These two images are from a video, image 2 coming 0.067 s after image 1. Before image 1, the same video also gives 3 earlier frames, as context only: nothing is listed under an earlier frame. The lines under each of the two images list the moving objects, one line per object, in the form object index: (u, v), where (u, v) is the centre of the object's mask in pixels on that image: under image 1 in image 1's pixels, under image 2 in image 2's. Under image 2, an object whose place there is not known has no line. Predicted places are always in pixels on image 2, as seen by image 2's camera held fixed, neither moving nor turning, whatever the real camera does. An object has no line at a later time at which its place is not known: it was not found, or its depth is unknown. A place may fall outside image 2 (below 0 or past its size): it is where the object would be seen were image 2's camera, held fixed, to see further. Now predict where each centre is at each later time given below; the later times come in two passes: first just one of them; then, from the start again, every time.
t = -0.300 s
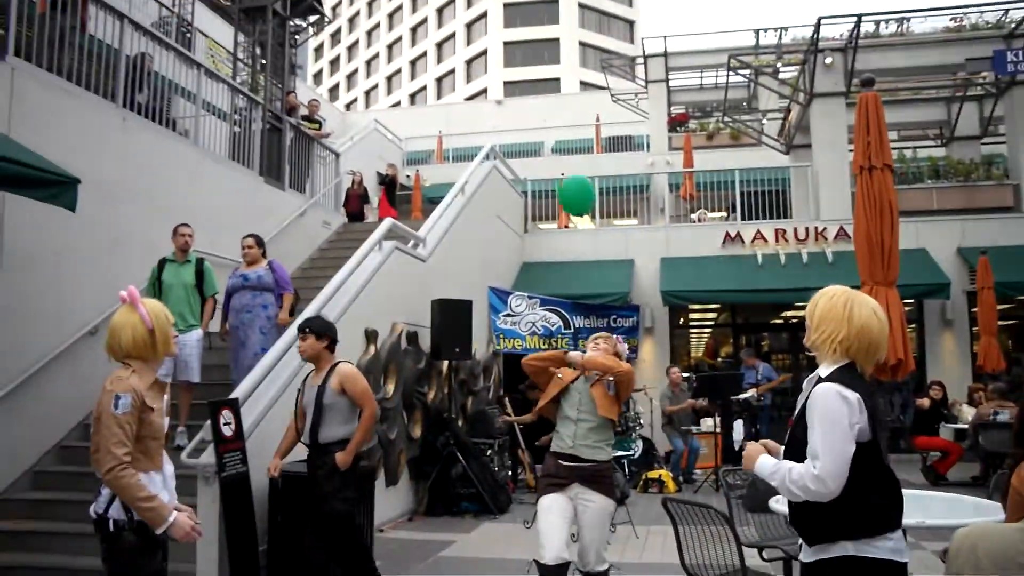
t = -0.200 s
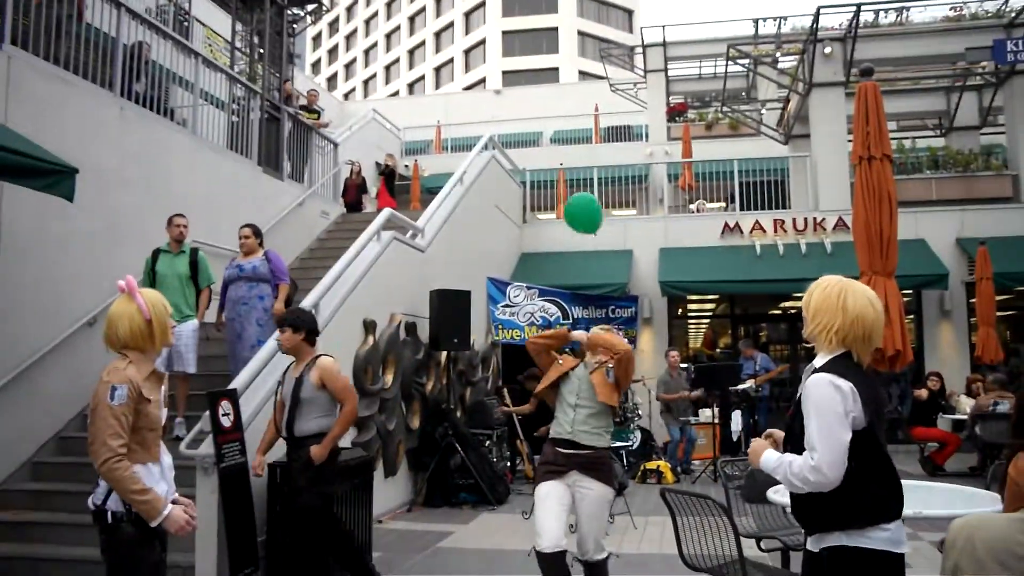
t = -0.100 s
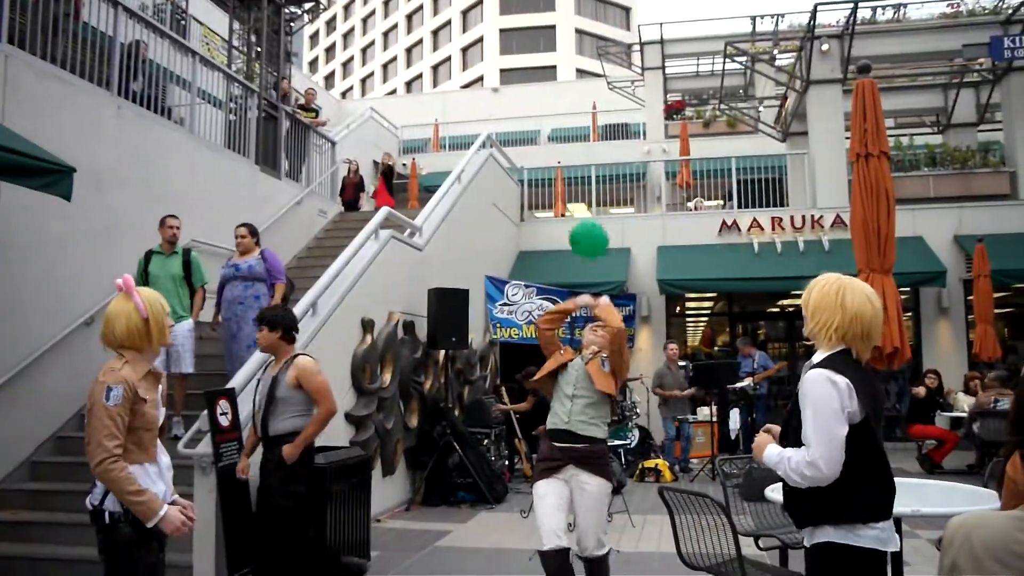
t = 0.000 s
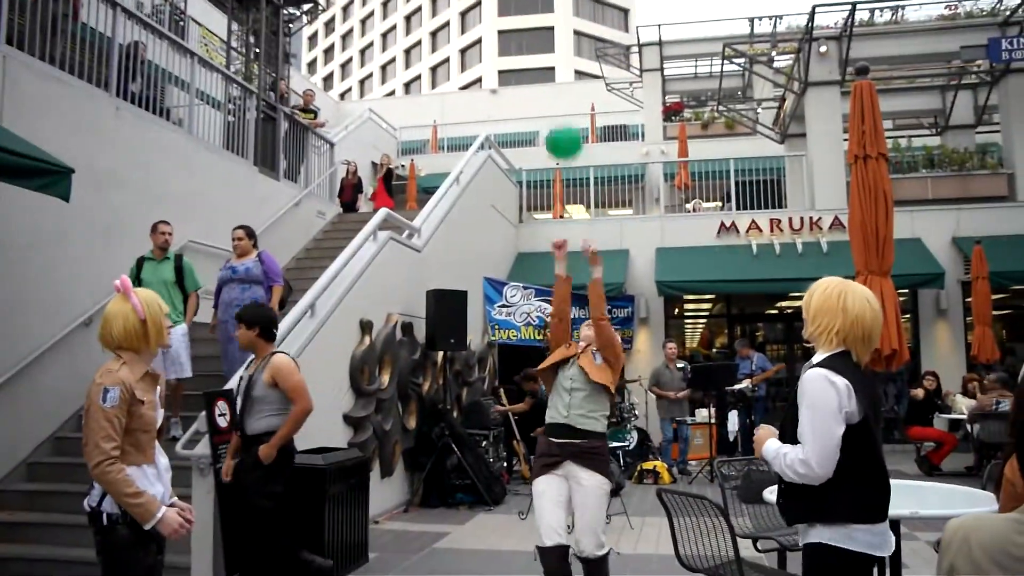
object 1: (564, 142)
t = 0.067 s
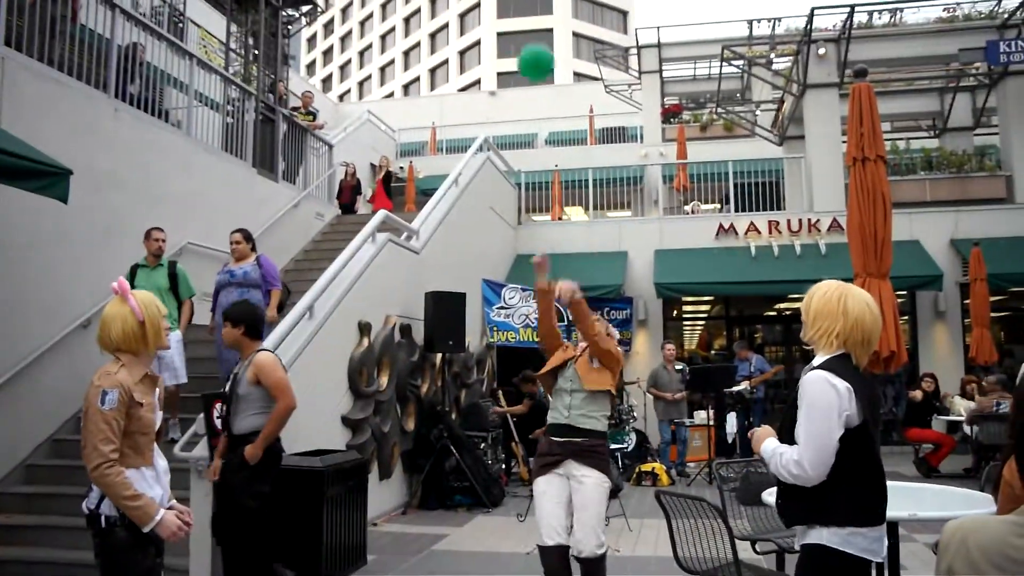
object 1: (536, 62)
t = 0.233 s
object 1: (489, 0)
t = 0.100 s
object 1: (525, 39)
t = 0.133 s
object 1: (513, 20)
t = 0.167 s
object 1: (504, 10)
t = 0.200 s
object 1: (496, 4)
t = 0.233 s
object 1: (489, 0)
